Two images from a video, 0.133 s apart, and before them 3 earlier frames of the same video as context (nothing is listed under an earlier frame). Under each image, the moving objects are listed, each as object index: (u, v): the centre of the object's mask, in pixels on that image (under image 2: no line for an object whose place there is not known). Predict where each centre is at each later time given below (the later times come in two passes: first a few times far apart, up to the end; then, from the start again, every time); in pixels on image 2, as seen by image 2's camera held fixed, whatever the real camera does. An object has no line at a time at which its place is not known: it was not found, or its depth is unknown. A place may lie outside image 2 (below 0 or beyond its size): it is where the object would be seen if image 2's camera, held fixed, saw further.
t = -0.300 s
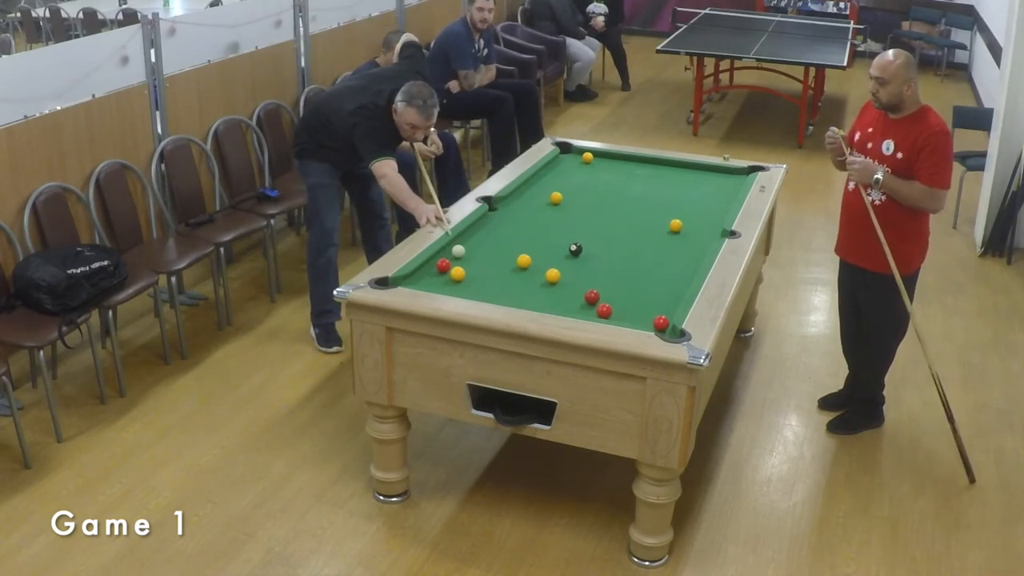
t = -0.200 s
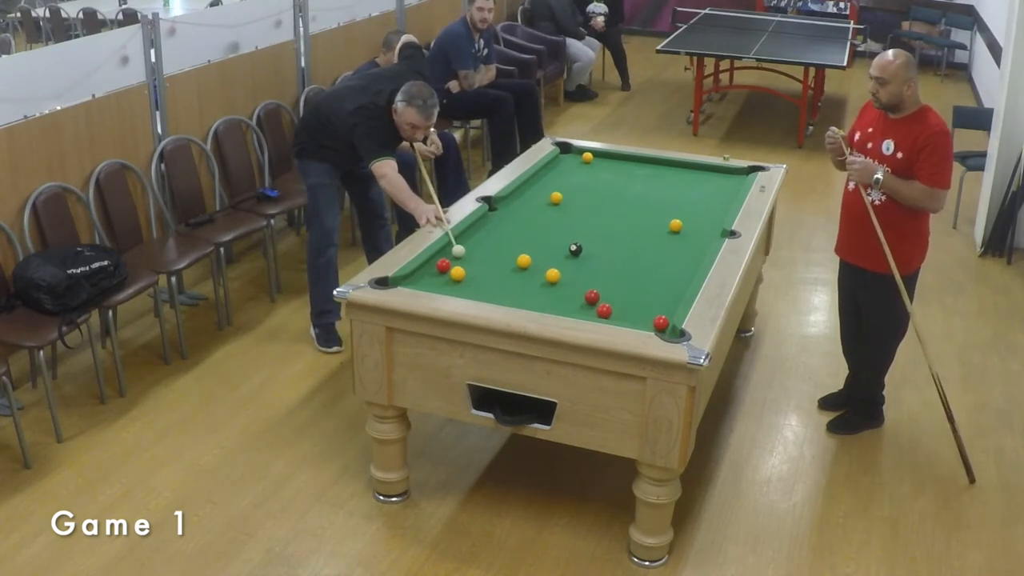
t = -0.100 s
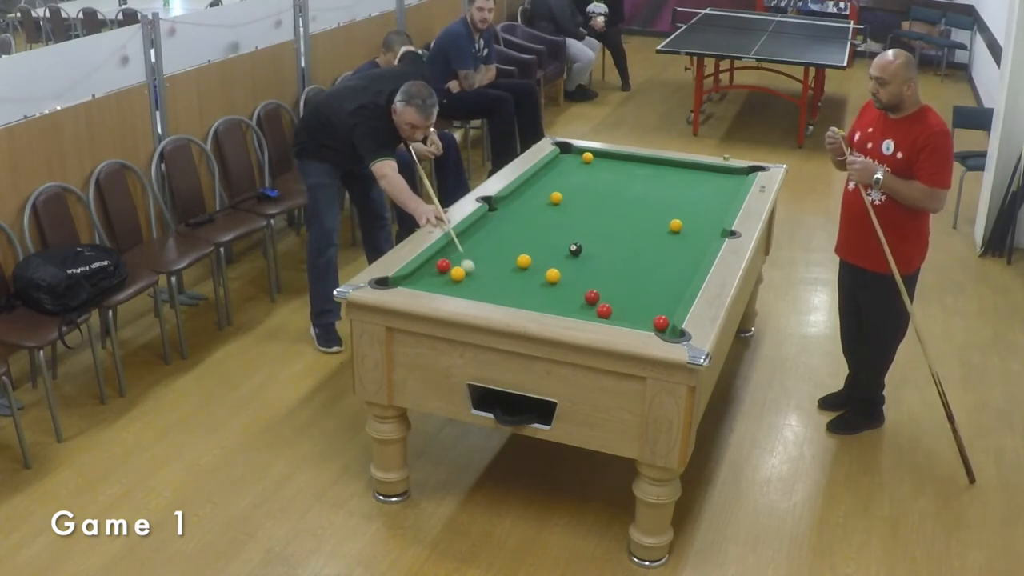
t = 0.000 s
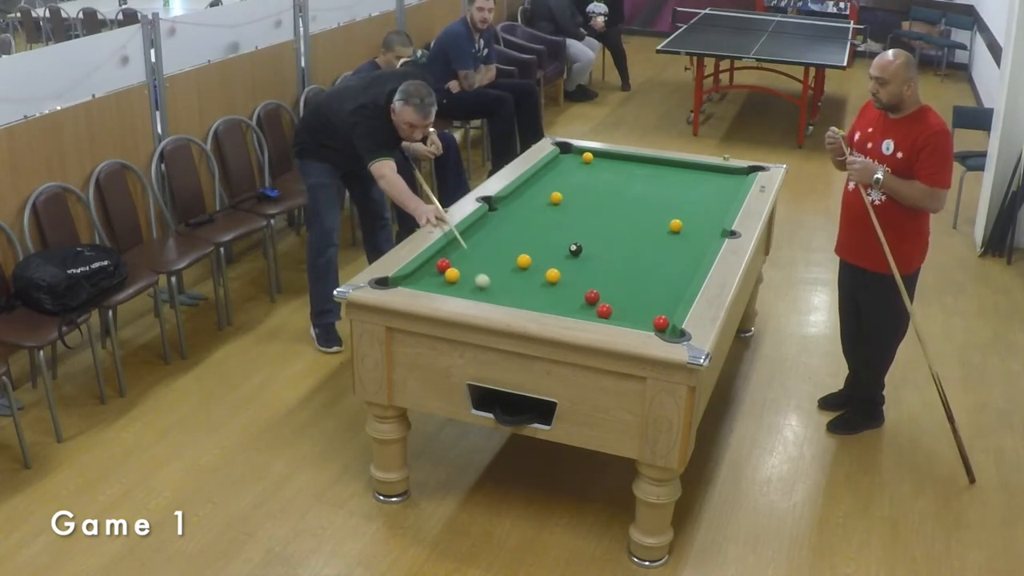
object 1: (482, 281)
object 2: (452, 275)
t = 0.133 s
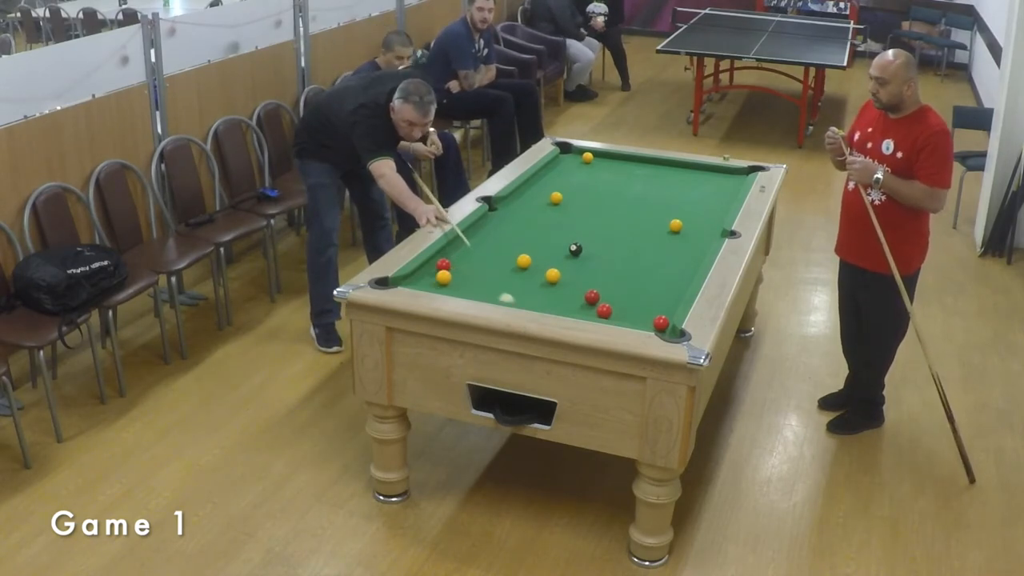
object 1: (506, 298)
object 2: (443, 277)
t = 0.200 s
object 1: (522, 298)
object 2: (439, 278)
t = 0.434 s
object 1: (575, 291)
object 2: (425, 281)
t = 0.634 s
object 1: (618, 284)
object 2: (415, 282)
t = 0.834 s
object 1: (658, 278)
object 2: (407, 282)
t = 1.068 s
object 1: (686, 269)
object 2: (401, 281)
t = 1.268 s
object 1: (669, 256)
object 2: (400, 281)
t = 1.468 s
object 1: (652, 244)
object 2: (400, 281)
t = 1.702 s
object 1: (635, 232)
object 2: (400, 281)
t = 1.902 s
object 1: (622, 222)
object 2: (400, 281)
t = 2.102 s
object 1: (609, 213)
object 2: (400, 281)
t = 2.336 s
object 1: (596, 204)
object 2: (400, 281)
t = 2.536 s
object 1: (585, 196)
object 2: (400, 281)
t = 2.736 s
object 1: (575, 189)
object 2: (400, 281)
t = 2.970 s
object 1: (564, 182)
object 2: (400, 281)
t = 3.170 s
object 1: (555, 176)
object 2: (400, 281)
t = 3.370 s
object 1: (547, 171)
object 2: (400, 281)
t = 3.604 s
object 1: (554, 168)
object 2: (400, 281)
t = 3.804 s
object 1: (565, 167)
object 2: (400, 281)
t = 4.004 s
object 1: (574, 166)
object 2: (400, 281)
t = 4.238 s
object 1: (584, 164)
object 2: (400, 281)
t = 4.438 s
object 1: (592, 164)
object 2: (400, 281)
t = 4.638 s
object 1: (599, 163)
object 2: (400, 281)
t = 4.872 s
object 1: (606, 162)
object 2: (400, 281)
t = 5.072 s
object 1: (611, 161)
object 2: (400, 281)
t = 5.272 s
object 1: (616, 160)
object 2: (400, 281)
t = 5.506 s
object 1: (620, 160)
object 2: (400, 281)
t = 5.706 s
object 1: (623, 160)
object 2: (400, 281)
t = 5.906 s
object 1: (625, 159)
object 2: (400, 281)
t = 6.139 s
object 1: (627, 159)
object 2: (400, 281)
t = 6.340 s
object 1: (628, 159)
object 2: (400, 281)
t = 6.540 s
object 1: (628, 159)
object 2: (400, 281)
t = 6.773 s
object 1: (627, 159)
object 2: (400, 281)
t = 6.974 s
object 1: (628, 159)
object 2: (400, 281)
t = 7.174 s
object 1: (627, 159)
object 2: (400, 281)
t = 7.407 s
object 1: (627, 159)
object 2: (400, 281)
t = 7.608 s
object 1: (627, 159)
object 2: (400, 281)
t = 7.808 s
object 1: (627, 159)
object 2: (400, 281)
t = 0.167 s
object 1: (514, 299)
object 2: (441, 278)
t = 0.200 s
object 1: (522, 298)
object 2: (439, 278)
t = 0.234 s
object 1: (530, 298)
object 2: (437, 278)
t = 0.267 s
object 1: (538, 297)
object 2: (435, 279)
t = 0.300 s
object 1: (545, 296)
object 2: (433, 279)
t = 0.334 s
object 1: (553, 294)
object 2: (431, 280)
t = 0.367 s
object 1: (560, 293)
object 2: (429, 280)
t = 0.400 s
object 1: (568, 292)
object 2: (427, 280)
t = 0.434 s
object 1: (575, 291)
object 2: (425, 281)
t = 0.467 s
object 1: (582, 289)
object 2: (423, 281)
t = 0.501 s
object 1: (589, 286)
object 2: (422, 282)
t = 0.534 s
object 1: (597, 286)
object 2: (420, 282)
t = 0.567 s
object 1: (604, 286)
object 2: (418, 282)
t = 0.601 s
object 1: (611, 285)
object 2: (416, 282)
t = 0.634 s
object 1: (618, 284)
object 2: (415, 282)
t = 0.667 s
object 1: (625, 283)
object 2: (413, 282)
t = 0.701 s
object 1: (631, 283)
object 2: (411, 282)
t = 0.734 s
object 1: (638, 282)
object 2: (410, 282)
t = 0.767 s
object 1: (645, 280)
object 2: (409, 282)
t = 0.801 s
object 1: (651, 279)
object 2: (408, 282)
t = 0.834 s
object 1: (658, 278)
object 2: (407, 282)
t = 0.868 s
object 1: (664, 277)
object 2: (407, 281)
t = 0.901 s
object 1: (670, 276)
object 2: (406, 281)
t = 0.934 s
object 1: (677, 275)
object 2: (405, 281)
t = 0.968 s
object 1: (683, 274)
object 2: (404, 281)
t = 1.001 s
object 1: (689, 273)
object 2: (403, 281)
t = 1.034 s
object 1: (689, 271)
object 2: (402, 281)
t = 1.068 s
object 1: (686, 269)
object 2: (401, 281)
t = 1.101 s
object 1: (683, 267)
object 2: (401, 280)
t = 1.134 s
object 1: (680, 265)
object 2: (400, 280)
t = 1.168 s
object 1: (677, 263)
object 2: (399, 280)
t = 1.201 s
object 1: (674, 260)
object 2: (399, 280)
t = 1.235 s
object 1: (671, 258)
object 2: (400, 280)
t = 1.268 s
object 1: (669, 256)
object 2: (400, 281)
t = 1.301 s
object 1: (666, 254)
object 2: (400, 281)
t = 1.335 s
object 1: (663, 252)
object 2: (400, 281)
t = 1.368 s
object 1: (660, 250)
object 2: (400, 281)
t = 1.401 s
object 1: (658, 248)
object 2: (400, 281)
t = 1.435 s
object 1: (655, 247)
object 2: (400, 281)
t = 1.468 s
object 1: (652, 244)
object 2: (400, 281)
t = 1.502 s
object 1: (650, 243)
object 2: (400, 281)
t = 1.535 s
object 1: (648, 241)
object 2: (400, 281)
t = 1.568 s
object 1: (645, 239)
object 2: (400, 281)
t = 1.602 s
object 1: (642, 237)
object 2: (400, 281)
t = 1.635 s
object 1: (640, 236)
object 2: (400, 281)
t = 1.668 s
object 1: (638, 234)
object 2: (400, 281)
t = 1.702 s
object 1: (635, 232)
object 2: (400, 281)
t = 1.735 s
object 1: (633, 231)
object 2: (400, 281)
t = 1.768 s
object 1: (631, 229)
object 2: (400, 281)
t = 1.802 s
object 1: (628, 227)
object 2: (400, 281)
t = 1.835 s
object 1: (626, 225)
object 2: (400, 281)
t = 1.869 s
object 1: (624, 224)
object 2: (400, 281)
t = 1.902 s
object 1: (622, 222)
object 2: (400, 281)
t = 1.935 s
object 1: (620, 221)
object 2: (400, 281)
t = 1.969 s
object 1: (618, 219)
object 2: (400, 281)
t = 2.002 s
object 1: (615, 218)
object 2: (400, 281)
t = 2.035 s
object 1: (613, 216)
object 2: (400, 281)
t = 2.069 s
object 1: (611, 215)
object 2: (400, 281)
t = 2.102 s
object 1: (609, 213)
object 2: (400, 281)
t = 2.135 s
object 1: (607, 212)
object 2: (400, 281)
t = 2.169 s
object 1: (605, 211)
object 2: (400, 281)
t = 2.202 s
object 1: (603, 209)
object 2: (400, 281)
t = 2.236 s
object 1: (601, 208)
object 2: (400, 281)
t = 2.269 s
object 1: (599, 207)
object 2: (400, 281)
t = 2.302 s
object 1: (598, 205)
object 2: (400, 281)
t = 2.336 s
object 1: (596, 204)
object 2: (400, 281)
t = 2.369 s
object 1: (594, 203)
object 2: (400, 281)
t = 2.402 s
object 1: (592, 201)
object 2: (400, 281)
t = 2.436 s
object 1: (590, 200)
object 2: (400, 281)
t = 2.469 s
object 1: (588, 199)
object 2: (400, 281)
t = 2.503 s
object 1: (587, 198)
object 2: (400, 281)
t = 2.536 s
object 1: (585, 196)
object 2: (400, 281)
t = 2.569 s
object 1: (583, 195)
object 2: (400, 281)
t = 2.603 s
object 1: (582, 194)
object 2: (400, 281)
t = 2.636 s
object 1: (580, 193)
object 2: (400, 281)
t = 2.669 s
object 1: (578, 192)
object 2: (400, 281)
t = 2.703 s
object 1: (577, 191)
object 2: (400, 281)
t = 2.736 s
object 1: (575, 189)
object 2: (400, 281)
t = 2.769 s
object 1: (573, 188)
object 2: (400, 281)
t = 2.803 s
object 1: (572, 187)
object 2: (400, 281)
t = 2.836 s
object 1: (570, 186)
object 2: (400, 281)
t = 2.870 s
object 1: (569, 185)
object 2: (400, 281)
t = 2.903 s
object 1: (567, 184)
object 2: (400, 281)
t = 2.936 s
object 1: (566, 183)
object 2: (400, 281)
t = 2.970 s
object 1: (564, 182)
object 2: (400, 281)
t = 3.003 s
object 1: (563, 181)
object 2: (400, 281)
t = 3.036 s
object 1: (561, 180)
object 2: (400, 281)
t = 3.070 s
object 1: (560, 179)
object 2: (400, 281)
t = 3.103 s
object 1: (558, 178)
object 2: (400, 281)
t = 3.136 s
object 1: (557, 177)
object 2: (400, 281)
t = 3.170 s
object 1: (555, 176)
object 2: (400, 281)
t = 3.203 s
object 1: (554, 175)
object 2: (400, 281)
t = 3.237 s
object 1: (553, 174)
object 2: (400, 281)
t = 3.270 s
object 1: (551, 173)
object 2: (400, 281)
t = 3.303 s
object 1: (550, 172)
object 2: (400, 281)
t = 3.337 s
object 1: (549, 171)
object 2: (400, 281)
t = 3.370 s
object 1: (547, 171)
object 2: (400, 281)
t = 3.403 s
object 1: (546, 170)
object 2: (400, 281)
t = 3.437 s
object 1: (546, 169)
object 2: (400, 281)
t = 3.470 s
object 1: (547, 169)
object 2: (400, 281)
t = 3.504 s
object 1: (549, 168)
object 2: (400, 281)
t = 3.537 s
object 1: (551, 168)
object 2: (400, 281)
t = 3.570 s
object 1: (552, 168)
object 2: (400, 281)
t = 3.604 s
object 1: (554, 168)
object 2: (400, 281)
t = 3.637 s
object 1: (556, 168)
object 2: (400, 281)
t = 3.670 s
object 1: (558, 167)
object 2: (400, 281)
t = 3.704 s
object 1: (559, 167)
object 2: (400, 281)
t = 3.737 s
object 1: (561, 167)
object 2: (400, 281)
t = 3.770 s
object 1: (563, 167)
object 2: (400, 281)
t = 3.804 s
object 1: (565, 167)
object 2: (400, 281)
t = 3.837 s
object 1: (566, 166)
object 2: (400, 281)
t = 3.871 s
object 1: (568, 166)
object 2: (400, 281)
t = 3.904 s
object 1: (570, 166)
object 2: (400, 281)
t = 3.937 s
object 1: (571, 166)
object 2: (400, 281)
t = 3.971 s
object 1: (573, 166)
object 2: (400, 281)
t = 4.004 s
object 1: (574, 166)
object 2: (400, 281)
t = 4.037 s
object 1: (576, 165)
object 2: (400, 281)
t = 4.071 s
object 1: (577, 165)
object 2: (400, 281)
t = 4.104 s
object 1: (579, 165)
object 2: (400, 281)
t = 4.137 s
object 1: (580, 165)
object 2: (400, 281)
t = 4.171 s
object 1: (582, 165)
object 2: (400, 281)
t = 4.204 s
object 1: (583, 164)
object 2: (400, 281)
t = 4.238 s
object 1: (584, 164)
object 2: (400, 281)
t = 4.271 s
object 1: (586, 164)
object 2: (400, 281)
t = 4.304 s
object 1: (587, 164)
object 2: (400, 281)
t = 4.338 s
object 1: (588, 164)
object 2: (400, 281)
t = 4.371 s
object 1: (590, 164)
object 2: (400, 281)
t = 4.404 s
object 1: (591, 164)
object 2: (400, 281)
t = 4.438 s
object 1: (592, 164)
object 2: (400, 281)
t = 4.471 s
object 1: (593, 163)
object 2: (400, 281)
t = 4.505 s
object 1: (595, 163)
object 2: (400, 281)
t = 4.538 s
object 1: (596, 163)
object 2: (400, 281)
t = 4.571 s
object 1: (597, 163)
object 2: (400, 281)
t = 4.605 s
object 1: (598, 163)
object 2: (400, 281)
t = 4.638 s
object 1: (599, 163)
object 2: (400, 281)
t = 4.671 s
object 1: (600, 162)
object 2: (400, 281)
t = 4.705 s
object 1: (601, 162)
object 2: (400, 281)
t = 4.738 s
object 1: (602, 162)
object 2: (400, 281)
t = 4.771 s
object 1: (603, 162)
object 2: (400, 281)
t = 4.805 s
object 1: (604, 162)
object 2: (400, 281)
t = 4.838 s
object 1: (605, 162)
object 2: (400, 281)
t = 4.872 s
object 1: (606, 162)
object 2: (400, 281)
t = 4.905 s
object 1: (607, 162)
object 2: (400, 281)
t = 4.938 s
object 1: (608, 161)
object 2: (400, 281)
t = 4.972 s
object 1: (609, 161)
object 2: (400, 281)
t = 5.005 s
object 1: (610, 161)
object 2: (400, 281)
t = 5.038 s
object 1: (611, 161)
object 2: (400, 281)
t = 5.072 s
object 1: (611, 161)
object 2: (400, 281)
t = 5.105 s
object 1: (612, 161)
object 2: (400, 281)
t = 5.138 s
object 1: (613, 161)
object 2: (400, 281)
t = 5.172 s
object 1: (614, 161)
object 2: (400, 281)
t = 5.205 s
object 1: (615, 161)
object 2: (400, 281)
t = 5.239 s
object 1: (615, 160)
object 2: (400, 281)
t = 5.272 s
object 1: (616, 160)
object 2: (400, 281)
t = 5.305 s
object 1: (617, 160)
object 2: (400, 281)
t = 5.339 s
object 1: (617, 160)
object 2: (400, 281)
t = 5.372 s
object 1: (618, 160)
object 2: (400, 281)
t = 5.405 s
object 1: (619, 160)
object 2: (400, 281)
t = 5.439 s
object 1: (619, 160)
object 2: (400, 281)
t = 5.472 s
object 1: (620, 160)
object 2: (400, 281)
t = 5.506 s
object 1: (620, 160)
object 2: (400, 281)
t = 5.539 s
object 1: (621, 160)
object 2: (400, 281)
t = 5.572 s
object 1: (621, 160)
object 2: (400, 281)
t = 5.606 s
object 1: (622, 160)
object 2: (400, 281)
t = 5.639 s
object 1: (622, 160)
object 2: (400, 281)
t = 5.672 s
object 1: (623, 160)
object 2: (400, 281)
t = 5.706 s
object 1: (623, 160)
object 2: (400, 281)
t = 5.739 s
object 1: (623, 160)
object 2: (400, 281)
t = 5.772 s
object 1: (624, 159)
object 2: (400, 281)
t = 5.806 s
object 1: (624, 159)
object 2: (400, 281)
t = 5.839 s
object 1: (625, 159)
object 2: (400, 281)
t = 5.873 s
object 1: (625, 159)
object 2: (400, 281)
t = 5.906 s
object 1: (625, 159)
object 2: (400, 281)
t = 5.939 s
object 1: (626, 159)
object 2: (400, 281)
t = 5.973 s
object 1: (626, 159)
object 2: (400, 281)
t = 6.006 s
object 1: (626, 159)
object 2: (400, 281)
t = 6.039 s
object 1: (626, 159)
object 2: (400, 281)
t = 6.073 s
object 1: (626, 159)
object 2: (400, 281)
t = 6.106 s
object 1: (627, 159)
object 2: (400, 281)
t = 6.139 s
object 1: (627, 159)
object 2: (400, 281)
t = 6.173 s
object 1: (627, 159)
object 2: (400, 281)
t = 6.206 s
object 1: (627, 159)
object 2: (400, 281)
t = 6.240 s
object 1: (627, 159)
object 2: (400, 281)
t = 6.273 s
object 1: (628, 159)
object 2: (400, 281)
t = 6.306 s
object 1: (628, 159)
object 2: (400, 281)
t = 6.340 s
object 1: (628, 159)
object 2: (400, 281)
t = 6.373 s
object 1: (628, 159)
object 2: (400, 281)
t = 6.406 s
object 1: (628, 159)
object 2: (400, 281)
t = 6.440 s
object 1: (628, 159)
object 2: (400, 281)
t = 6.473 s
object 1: (628, 159)
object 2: (400, 281)
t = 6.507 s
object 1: (628, 159)
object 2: (400, 281)
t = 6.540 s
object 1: (628, 159)
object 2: (400, 281)
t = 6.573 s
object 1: (628, 159)
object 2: (400, 281)
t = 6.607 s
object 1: (628, 159)
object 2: (400, 281)
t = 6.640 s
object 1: (627, 159)
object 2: (400, 281)
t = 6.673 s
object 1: (627, 159)
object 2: (400, 281)
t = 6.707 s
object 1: (627, 159)
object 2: (400, 281)
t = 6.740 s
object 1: (627, 159)
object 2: (400, 281)
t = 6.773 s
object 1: (627, 159)
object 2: (400, 281)
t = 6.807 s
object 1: (627, 159)
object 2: (400, 281)
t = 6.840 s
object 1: (627, 159)
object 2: (400, 281)
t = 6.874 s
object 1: (628, 159)
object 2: (400, 281)
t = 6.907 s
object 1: (628, 159)
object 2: (400, 281)
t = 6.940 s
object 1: (628, 159)
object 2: (400, 281)
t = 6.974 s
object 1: (628, 159)
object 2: (400, 281)
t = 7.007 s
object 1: (628, 159)
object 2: (400, 281)
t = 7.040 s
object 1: (628, 159)
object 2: (400, 281)
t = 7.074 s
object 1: (628, 159)
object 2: (400, 281)
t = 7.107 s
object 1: (627, 159)
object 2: (400, 281)
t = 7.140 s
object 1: (628, 159)
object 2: (400, 281)
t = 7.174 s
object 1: (627, 159)
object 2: (400, 281)
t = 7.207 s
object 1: (627, 159)
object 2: (400, 281)
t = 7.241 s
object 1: (627, 159)
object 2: (400, 281)
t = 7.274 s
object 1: (627, 159)
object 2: (400, 281)
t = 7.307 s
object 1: (627, 159)
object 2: (400, 281)
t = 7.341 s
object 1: (627, 159)
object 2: (400, 281)
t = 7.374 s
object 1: (627, 159)
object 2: (400, 281)
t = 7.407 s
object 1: (627, 159)
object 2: (400, 281)
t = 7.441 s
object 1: (627, 159)
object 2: (400, 281)
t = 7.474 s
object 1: (627, 159)
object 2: (400, 281)
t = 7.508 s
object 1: (627, 159)
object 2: (400, 281)
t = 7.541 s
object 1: (627, 159)
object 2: (400, 281)
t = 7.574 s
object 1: (627, 159)
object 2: (400, 281)
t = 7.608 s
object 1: (627, 159)
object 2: (400, 281)
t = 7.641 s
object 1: (627, 159)
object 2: (400, 281)
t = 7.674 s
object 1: (627, 159)
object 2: (400, 281)
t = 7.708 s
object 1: (627, 159)
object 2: (400, 281)
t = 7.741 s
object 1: (627, 159)
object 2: (400, 281)
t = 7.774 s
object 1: (627, 159)
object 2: (400, 281)
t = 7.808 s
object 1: (627, 159)
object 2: (400, 281)
